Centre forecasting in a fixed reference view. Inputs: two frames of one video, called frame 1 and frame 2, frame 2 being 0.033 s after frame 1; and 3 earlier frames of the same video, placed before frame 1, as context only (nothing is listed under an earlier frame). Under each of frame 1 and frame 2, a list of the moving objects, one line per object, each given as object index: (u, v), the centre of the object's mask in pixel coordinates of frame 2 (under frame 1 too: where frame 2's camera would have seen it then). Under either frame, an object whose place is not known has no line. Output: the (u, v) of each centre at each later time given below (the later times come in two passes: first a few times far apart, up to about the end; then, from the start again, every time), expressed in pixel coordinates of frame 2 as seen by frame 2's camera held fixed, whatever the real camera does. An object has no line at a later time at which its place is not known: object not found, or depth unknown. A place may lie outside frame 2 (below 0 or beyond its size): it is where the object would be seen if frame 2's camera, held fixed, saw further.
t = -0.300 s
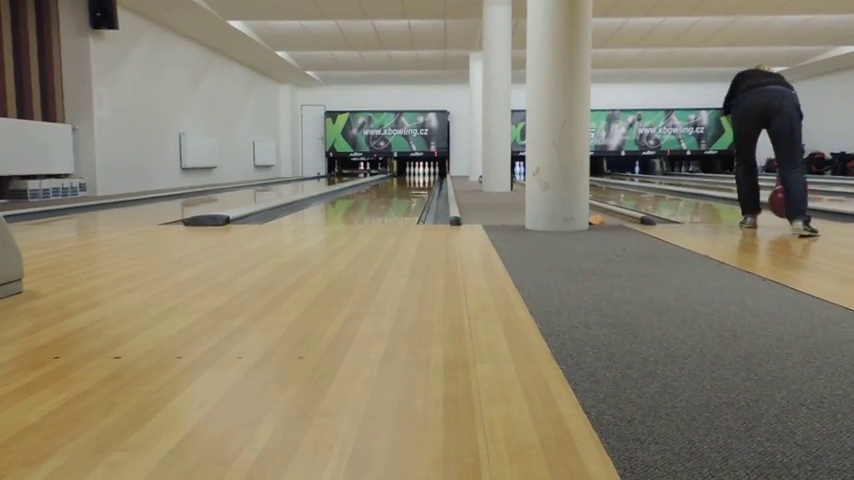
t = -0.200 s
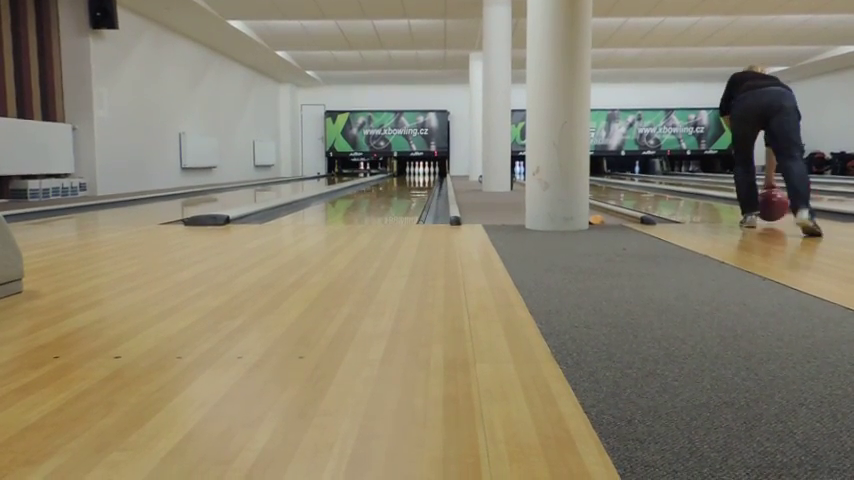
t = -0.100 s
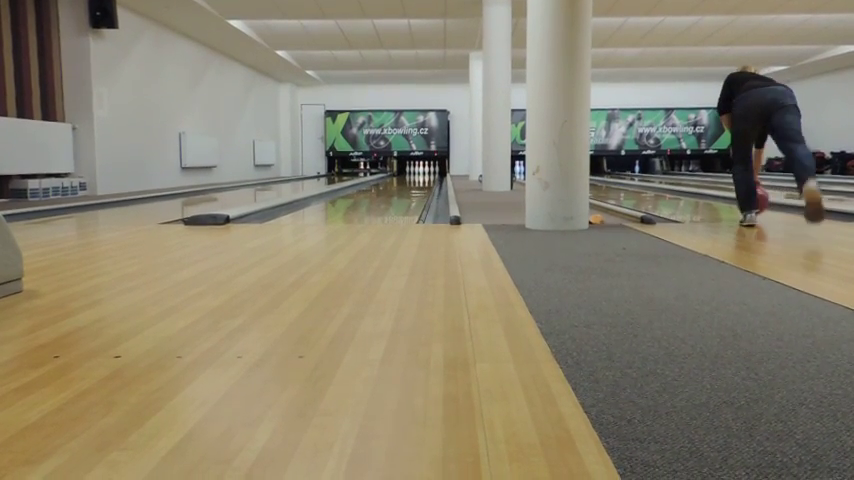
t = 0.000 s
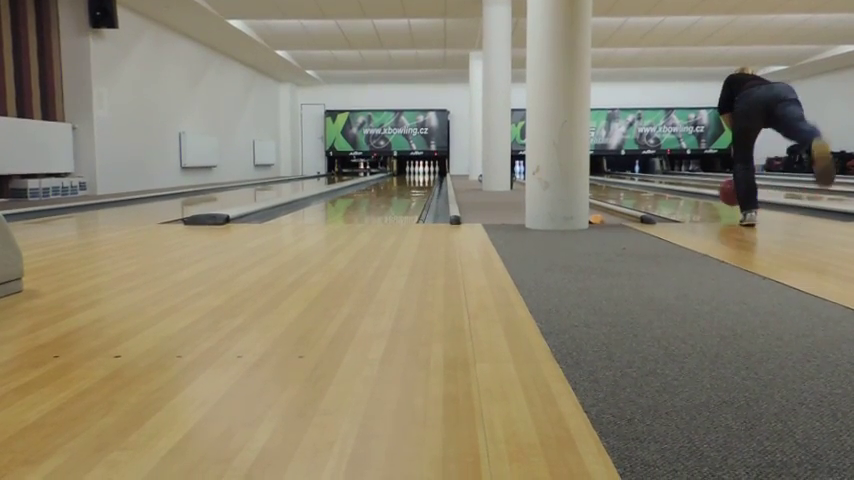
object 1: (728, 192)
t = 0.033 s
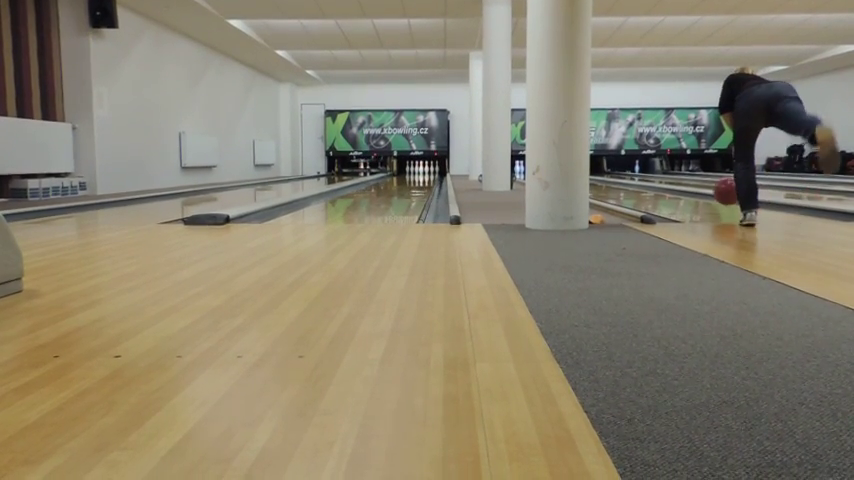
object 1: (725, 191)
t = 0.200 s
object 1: (702, 197)
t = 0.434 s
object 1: (674, 193)
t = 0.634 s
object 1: (655, 190)
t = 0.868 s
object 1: (637, 187)
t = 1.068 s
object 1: (623, 186)
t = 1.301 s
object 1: (610, 183)
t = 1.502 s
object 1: (600, 182)
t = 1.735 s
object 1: (593, 181)
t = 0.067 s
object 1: (722, 192)
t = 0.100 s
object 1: (717, 194)
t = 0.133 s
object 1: (712, 198)
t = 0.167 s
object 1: (707, 197)
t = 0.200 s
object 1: (702, 197)
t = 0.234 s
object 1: (698, 196)
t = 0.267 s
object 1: (693, 196)
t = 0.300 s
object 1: (689, 195)
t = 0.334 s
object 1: (685, 195)
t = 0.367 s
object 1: (682, 194)
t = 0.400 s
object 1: (678, 193)
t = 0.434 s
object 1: (674, 193)
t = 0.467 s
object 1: (671, 192)
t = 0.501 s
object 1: (668, 192)
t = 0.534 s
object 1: (664, 192)
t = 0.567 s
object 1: (661, 191)
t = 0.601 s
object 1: (658, 190)
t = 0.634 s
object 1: (655, 190)
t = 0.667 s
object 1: (652, 190)
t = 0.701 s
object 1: (649, 189)
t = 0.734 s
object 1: (647, 189)
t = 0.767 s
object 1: (644, 189)
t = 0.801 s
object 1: (641, 188)
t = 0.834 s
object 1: (639, 188)
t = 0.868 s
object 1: (637, 187)
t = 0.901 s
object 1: (634, 187)
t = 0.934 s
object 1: (632, 187)
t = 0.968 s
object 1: (630, 186)
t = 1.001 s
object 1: (627, 186)
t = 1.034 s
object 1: (625, 186)
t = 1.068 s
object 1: (623, 186)
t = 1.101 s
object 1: (621, 185)
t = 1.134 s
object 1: (619, 185)
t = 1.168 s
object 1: (617, 184)
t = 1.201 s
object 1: (616, 184)
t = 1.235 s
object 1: (614, 184)
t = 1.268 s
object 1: (612, 183)
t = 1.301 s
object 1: (610, 183)
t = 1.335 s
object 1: (608, 183)
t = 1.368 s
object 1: (607, 183)
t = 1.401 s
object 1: (605, 182)
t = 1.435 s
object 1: (603, 182)
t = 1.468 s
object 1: (602, 182)
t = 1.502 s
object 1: (600, 182)
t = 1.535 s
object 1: (599, 182)
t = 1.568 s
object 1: (598, 182)
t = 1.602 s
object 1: (596, 182)
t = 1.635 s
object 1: (595, 181)
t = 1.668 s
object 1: (594, 181)
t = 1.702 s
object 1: (593, 181)
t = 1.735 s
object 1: (593, 181)
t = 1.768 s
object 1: (593, 181)
